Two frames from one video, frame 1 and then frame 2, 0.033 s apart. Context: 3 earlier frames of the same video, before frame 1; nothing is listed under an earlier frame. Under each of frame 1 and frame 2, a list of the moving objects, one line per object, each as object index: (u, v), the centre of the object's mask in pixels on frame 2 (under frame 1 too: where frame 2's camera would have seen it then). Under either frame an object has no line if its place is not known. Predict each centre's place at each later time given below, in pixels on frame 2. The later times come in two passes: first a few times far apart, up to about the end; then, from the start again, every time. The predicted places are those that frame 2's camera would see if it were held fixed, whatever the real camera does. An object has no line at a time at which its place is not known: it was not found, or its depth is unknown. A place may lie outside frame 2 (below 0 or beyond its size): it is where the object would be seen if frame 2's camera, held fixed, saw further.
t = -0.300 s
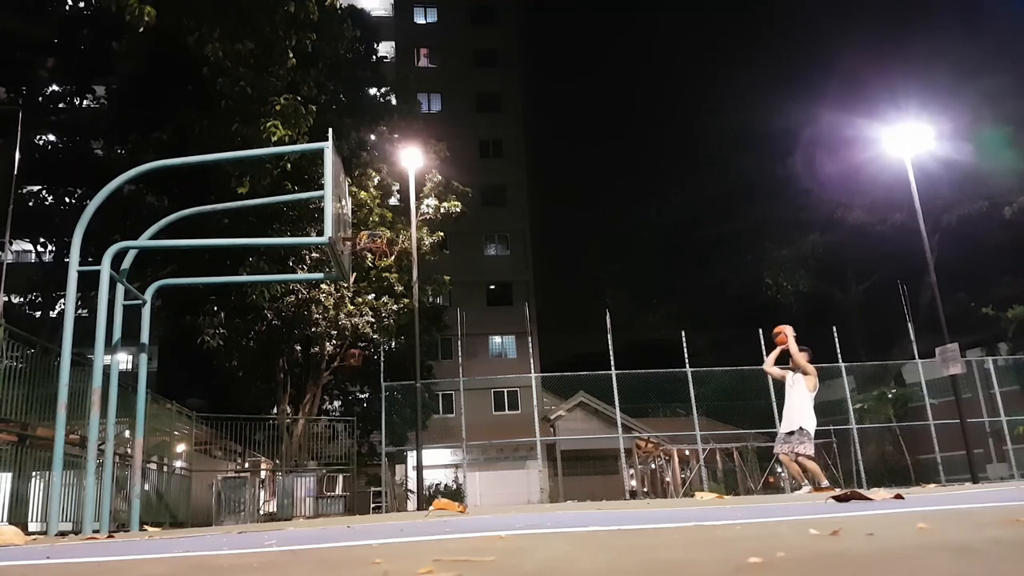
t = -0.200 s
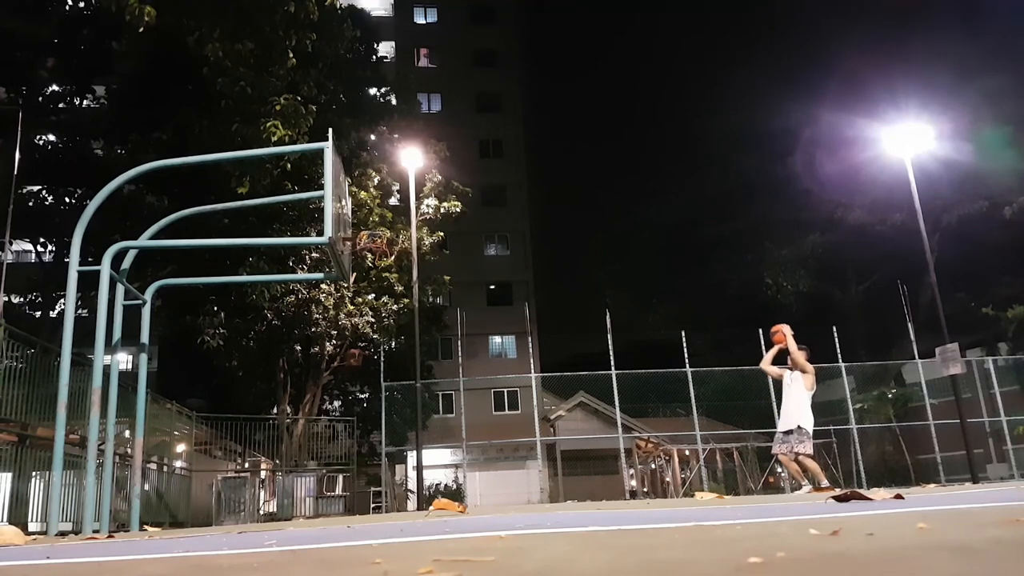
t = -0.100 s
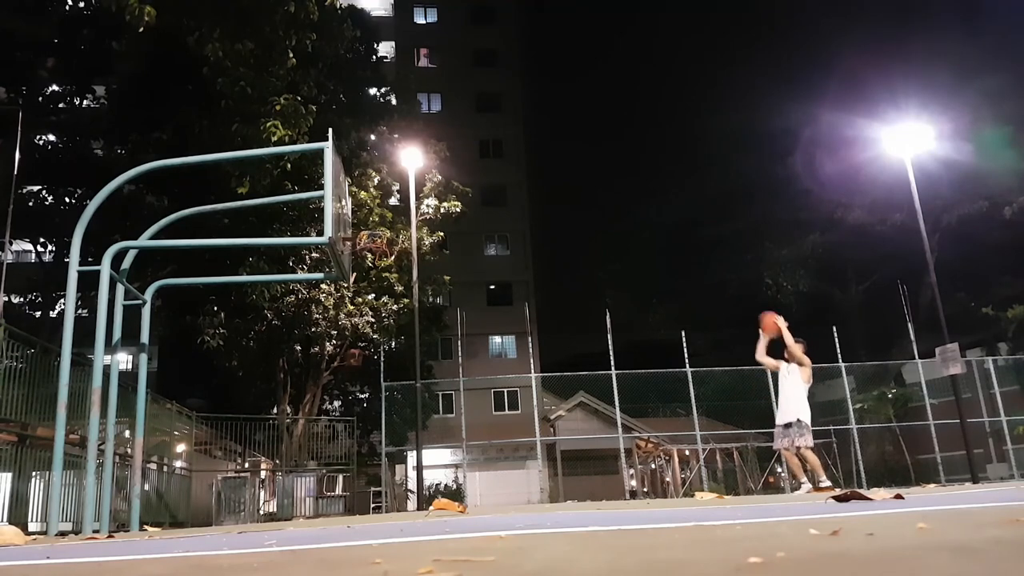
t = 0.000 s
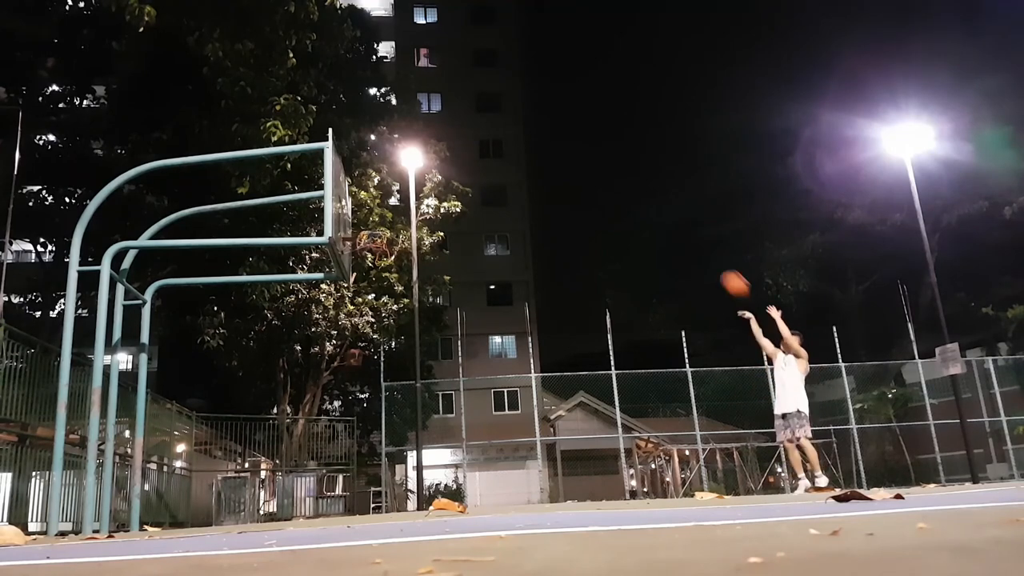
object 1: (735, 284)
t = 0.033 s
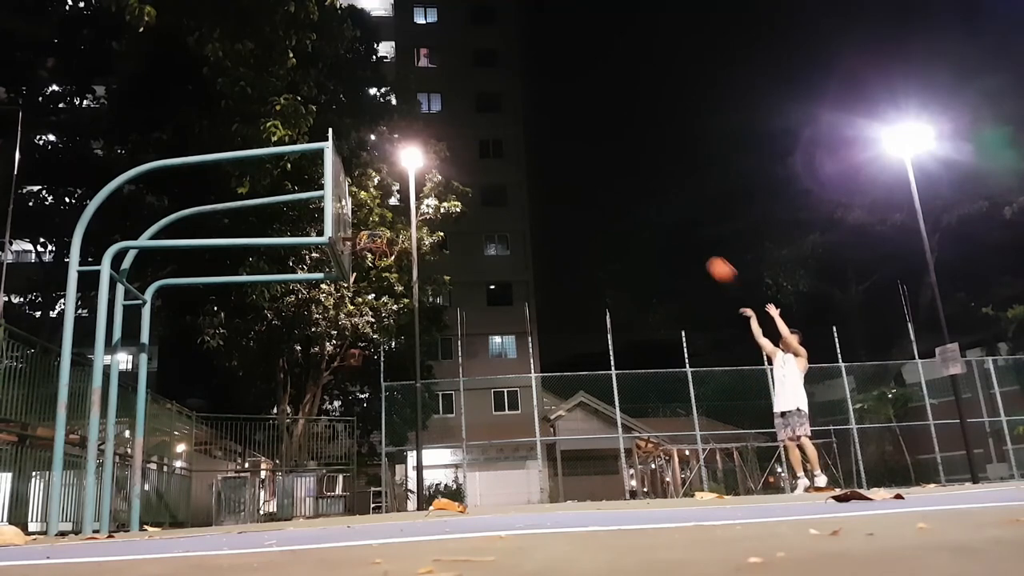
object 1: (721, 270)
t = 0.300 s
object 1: (618, 195)
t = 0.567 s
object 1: (524, 173)
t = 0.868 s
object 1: (421, 214)
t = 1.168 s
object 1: (385, 215)
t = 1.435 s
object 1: (370, 253)
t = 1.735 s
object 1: (353, 366)
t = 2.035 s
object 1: (330, 456)
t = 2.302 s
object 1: (307, 349)
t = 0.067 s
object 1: (707, 257)
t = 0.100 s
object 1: (694, 245)
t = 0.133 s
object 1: (681, 235)
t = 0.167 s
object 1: (668, 225)
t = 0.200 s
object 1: (656, 217)
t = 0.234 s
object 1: (642, 209)
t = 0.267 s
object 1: (629, 201)
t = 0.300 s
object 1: (618, 195)
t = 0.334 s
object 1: (605, 189)
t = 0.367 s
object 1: (593, 184)
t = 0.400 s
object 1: (582, 181)
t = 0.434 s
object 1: (569, 178)
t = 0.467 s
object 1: (557, 175)
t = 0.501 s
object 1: (546, 173)
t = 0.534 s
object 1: (535, 173)
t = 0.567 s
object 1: (524, 173)
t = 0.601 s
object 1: (513, 174)
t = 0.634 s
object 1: (502, 176)
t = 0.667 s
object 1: (490, 179)
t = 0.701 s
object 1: (479, 183)
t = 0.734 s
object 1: (467, 187)
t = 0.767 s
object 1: (456, 192)
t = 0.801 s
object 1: (445, 197)
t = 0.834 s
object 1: (433, 205)
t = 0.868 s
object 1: (421, 214)
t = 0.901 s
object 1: (409, 222)
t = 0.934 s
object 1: (399, 230)
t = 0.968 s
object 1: (396, 227)
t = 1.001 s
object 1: (394, 224)
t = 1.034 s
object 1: (393, 222)
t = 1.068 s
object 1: (392, 218)
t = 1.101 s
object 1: (390, 216)
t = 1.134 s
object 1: (388, 215)
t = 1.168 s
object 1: (385, 215)
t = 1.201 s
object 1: (383, 216)
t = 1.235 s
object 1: (381, 219)
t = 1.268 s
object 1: (379, 222)
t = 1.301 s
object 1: (377, 225)
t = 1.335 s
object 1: (375, 227)
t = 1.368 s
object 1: (376, 232)
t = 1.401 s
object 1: (371, 245)
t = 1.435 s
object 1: (370, 253)
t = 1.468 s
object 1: (368, 262)
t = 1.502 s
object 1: (366, 271)
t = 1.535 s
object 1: (364, 282)
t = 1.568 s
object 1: (364, 293)
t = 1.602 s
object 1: (362, 306)
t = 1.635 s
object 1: (360, 319)
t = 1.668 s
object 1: (358, 333)
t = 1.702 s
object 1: (355, 350)
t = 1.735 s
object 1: (353, 366)
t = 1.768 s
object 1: (351, 384)
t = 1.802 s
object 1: (349, 404)
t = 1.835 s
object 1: (347, 426)
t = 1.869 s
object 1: (345, 449)
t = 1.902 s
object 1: (343, 472)
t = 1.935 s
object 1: (341, 499)
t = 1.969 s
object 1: (337, 494)
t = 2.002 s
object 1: (333, 474)
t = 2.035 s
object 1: (330, 456)
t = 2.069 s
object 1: (328, 439)
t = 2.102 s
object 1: (325, 423)
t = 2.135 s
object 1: (322, 406)
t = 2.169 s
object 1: (319, 393)
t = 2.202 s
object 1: (316, 381)
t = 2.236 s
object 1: (313, 370)
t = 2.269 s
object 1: (311, 359)
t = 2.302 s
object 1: (307, 349)
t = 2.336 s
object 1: (303, 341)
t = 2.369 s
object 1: (300, 334)
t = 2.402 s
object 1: (297, 327)
